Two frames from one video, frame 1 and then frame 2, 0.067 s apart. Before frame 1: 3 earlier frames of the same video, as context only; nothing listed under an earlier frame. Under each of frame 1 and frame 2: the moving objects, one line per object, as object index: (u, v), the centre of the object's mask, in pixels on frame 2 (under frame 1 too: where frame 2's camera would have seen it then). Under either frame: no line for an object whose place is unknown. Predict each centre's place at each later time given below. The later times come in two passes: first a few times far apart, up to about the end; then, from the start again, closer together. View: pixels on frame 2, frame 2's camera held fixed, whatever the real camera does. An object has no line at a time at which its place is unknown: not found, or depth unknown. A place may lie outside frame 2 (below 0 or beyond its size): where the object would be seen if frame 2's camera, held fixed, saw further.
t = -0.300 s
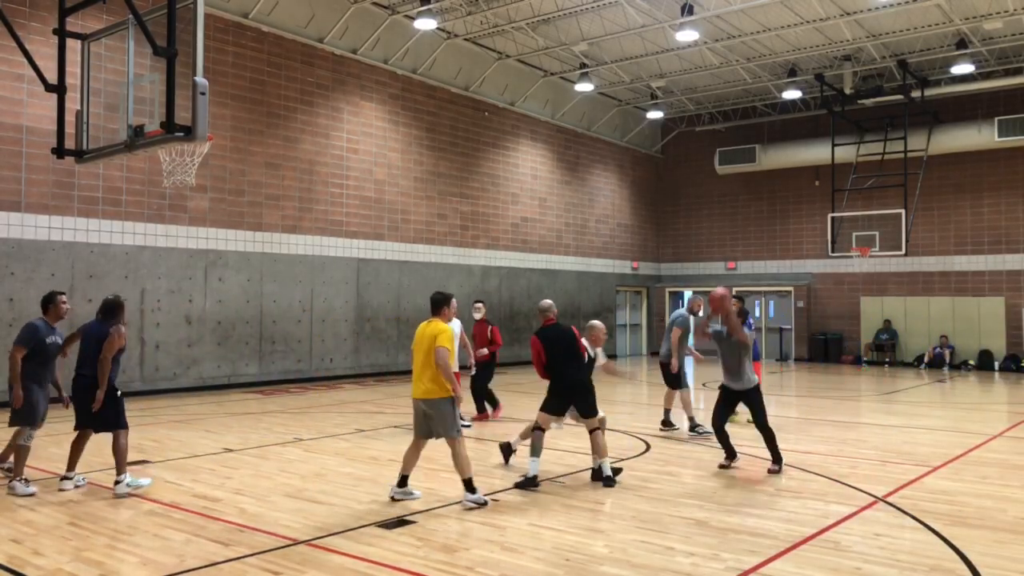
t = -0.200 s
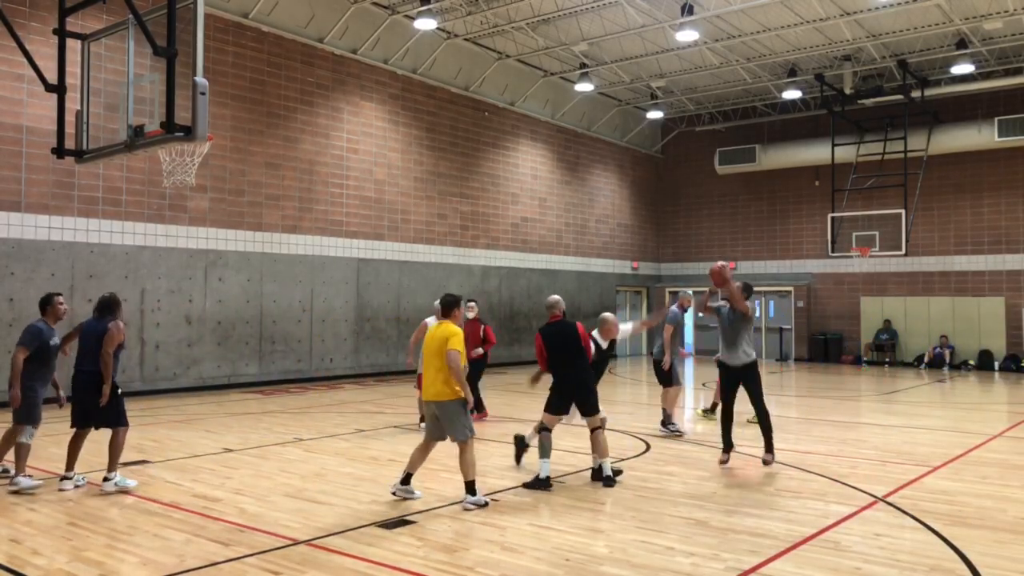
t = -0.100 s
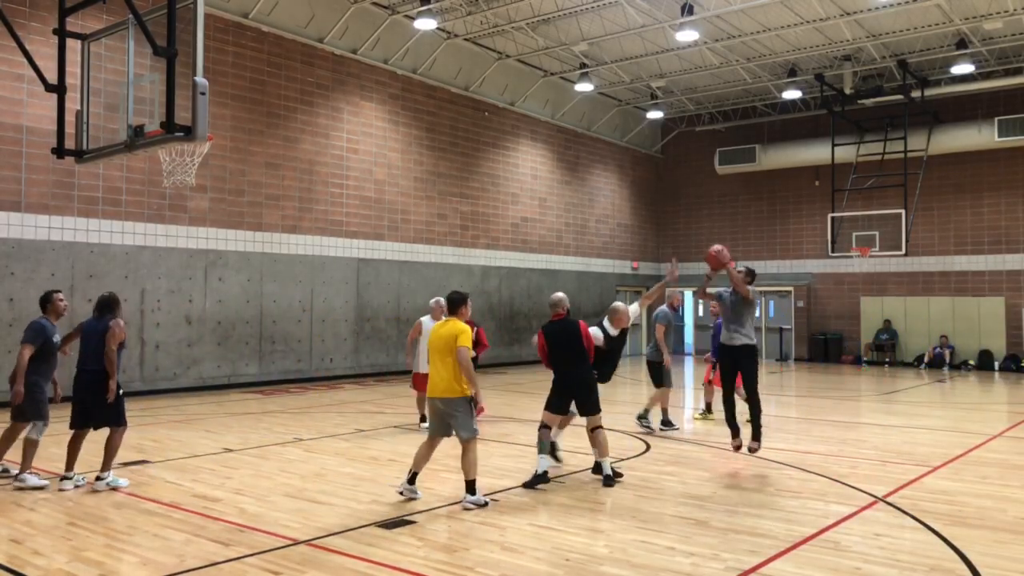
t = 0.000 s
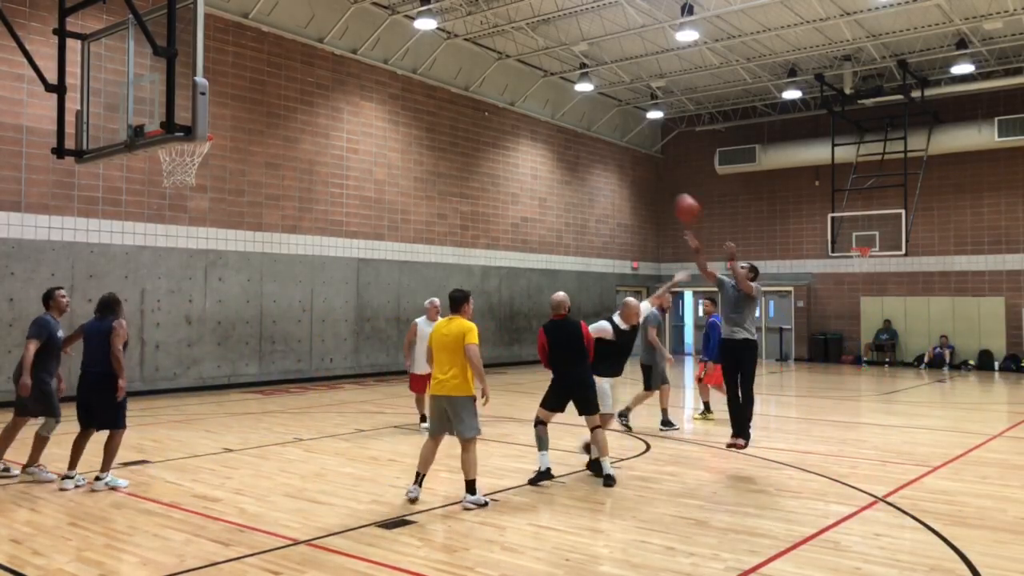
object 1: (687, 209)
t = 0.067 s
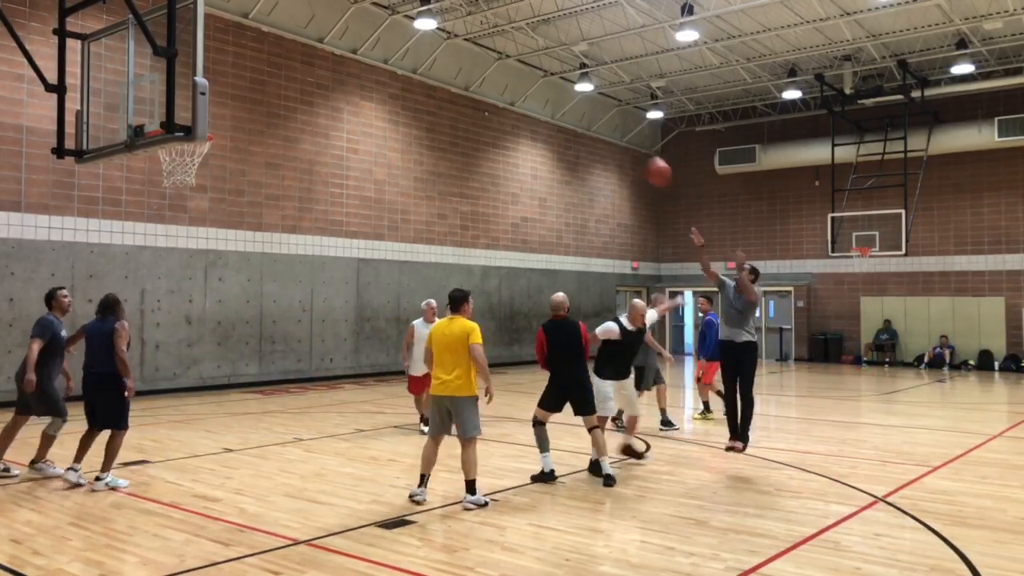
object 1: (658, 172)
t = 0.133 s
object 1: (629, 139)
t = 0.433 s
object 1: (491, 36)
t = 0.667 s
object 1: (374, 17)
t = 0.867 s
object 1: (266, 42)
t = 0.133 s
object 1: (629, 139)
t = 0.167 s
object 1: (614, 123)
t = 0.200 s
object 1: (600, 109)
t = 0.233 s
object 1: (585, 98)
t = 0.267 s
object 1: (567, 83)
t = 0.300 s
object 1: (553, 73)
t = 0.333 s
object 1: (538, 62)
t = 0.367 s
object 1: (523, 52)
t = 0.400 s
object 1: (507, 43)
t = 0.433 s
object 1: (491, 36)
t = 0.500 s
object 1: (459, 25)
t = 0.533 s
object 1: (444, 21)
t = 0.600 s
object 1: (407, 14)
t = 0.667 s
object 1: (374, 17)
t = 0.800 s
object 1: (303, 28)
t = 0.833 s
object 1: (283, 36)
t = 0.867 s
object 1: (266, 42)
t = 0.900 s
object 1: (249, 51)
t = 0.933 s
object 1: (229, 61)
